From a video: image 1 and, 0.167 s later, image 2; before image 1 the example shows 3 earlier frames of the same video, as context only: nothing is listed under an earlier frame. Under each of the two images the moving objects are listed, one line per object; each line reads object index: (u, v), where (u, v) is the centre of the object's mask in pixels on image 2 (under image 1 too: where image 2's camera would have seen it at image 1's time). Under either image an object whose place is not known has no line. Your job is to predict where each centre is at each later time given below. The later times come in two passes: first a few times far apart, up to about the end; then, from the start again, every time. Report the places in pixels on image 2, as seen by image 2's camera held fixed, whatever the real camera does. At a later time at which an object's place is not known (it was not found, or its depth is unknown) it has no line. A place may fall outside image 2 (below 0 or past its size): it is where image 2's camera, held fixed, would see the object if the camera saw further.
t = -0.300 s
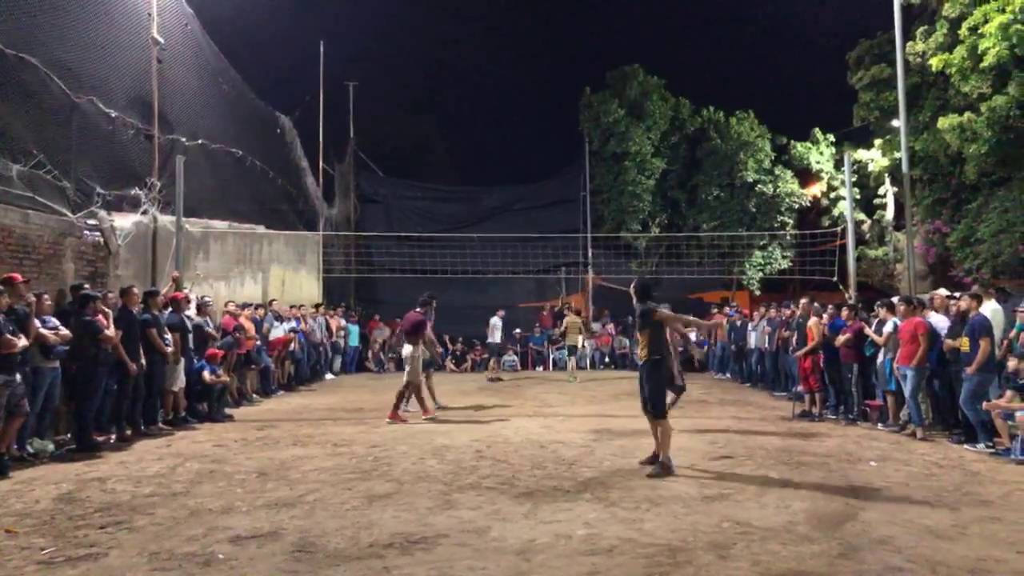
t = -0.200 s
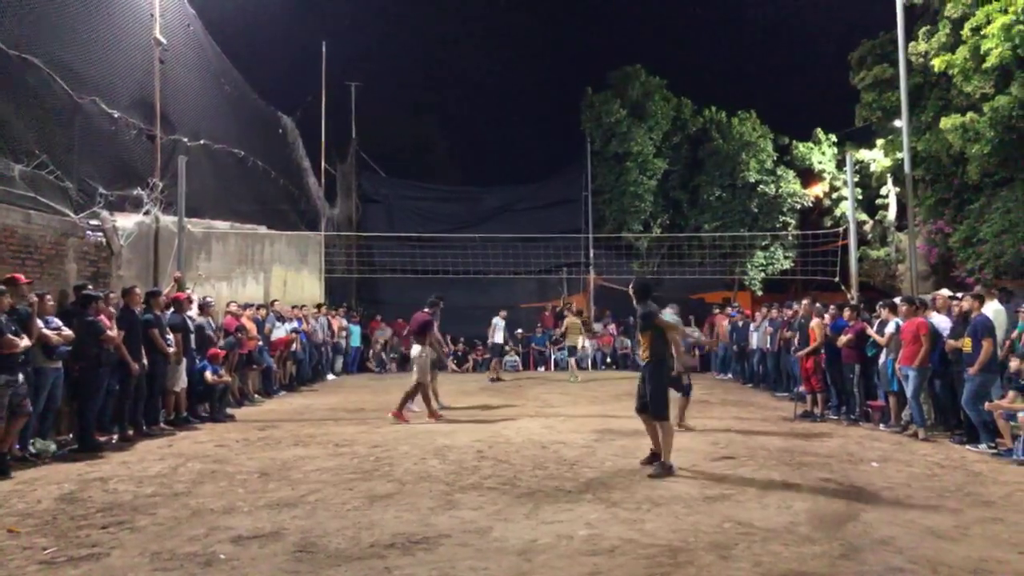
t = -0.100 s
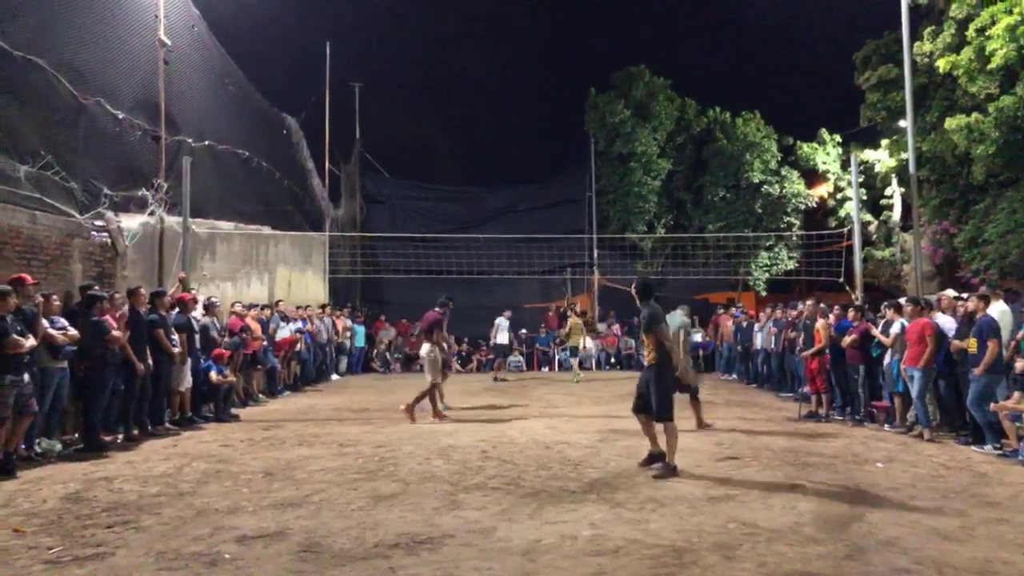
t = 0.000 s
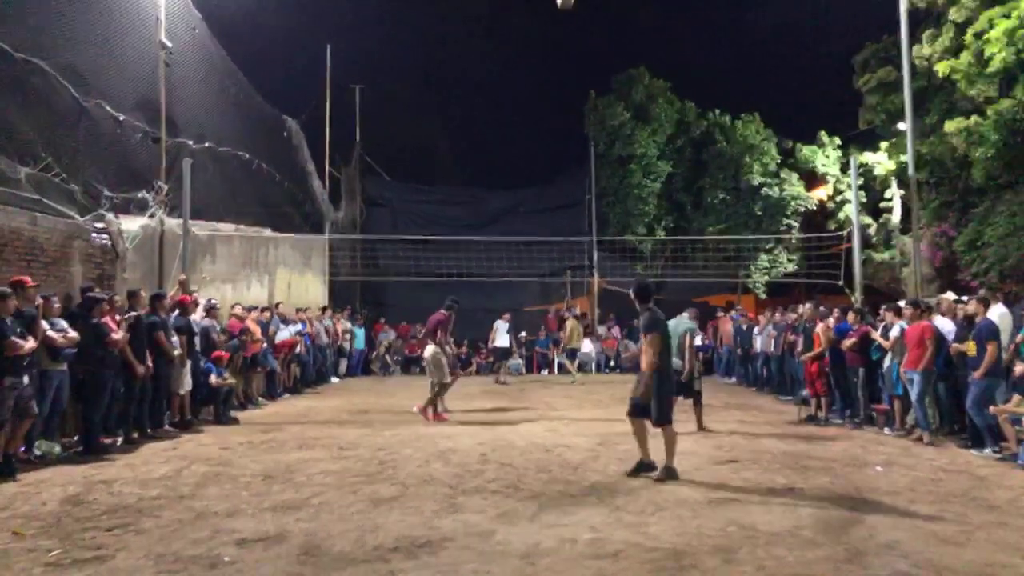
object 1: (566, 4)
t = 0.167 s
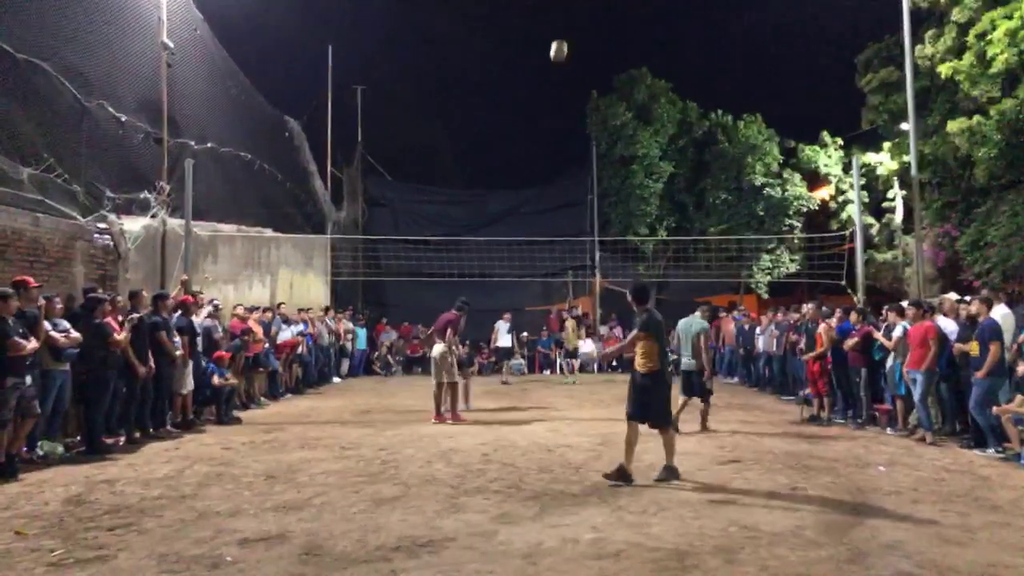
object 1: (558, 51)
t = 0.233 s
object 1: (555, 76)
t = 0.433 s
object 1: (546, 167)
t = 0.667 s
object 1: (537, 298)
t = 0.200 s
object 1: (556, 63)
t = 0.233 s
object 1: (555, 76)
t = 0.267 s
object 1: (553, 90)
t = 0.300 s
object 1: (552, 104)
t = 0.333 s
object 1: (550, 119)
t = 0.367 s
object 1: (549, 134)
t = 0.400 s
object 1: (548, 151)
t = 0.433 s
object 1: (546, 167)
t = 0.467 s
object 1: (544, 185)
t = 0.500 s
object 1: (543, 201)
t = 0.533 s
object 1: (542, 219)
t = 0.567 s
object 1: (541, 238)
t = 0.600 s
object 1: (539, 258)
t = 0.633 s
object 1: (538, 276)
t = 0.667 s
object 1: (537, 298)
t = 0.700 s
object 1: (536, 319)
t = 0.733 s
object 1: (534, 339)
